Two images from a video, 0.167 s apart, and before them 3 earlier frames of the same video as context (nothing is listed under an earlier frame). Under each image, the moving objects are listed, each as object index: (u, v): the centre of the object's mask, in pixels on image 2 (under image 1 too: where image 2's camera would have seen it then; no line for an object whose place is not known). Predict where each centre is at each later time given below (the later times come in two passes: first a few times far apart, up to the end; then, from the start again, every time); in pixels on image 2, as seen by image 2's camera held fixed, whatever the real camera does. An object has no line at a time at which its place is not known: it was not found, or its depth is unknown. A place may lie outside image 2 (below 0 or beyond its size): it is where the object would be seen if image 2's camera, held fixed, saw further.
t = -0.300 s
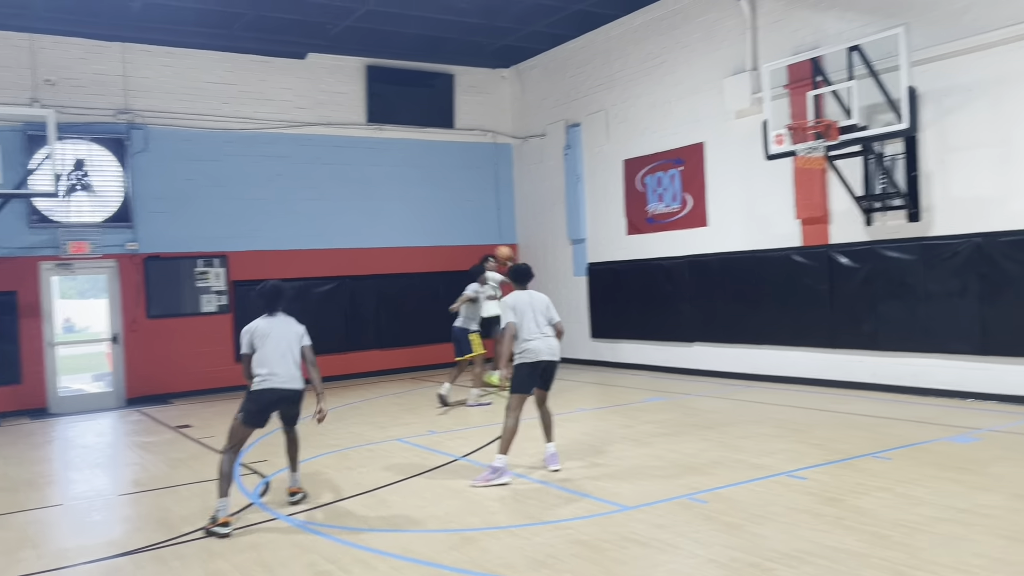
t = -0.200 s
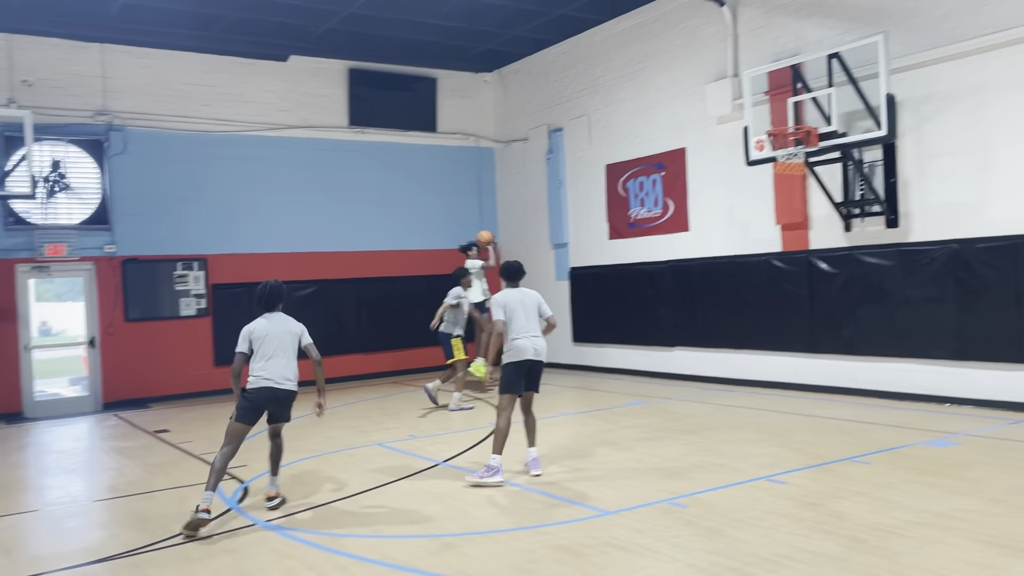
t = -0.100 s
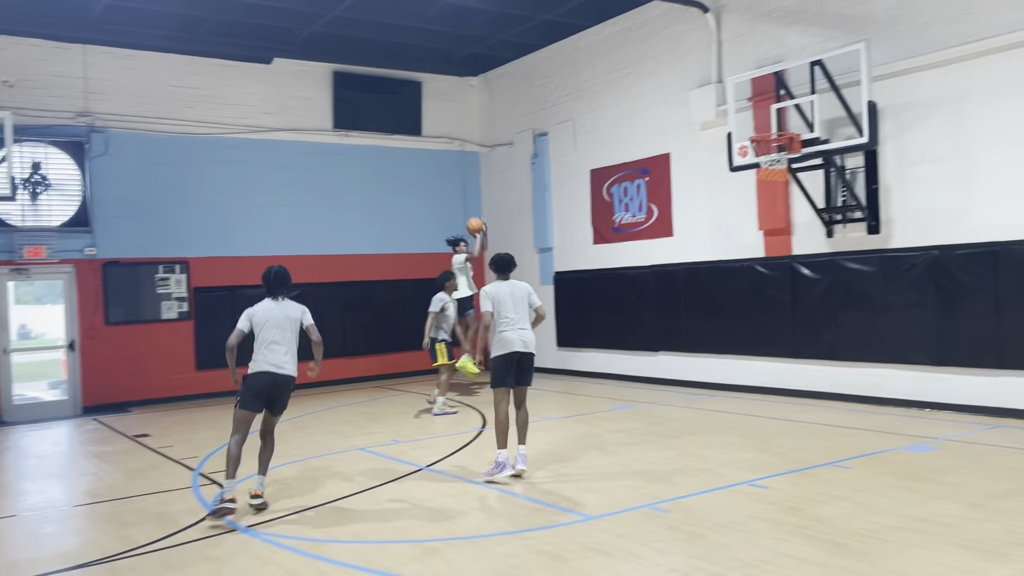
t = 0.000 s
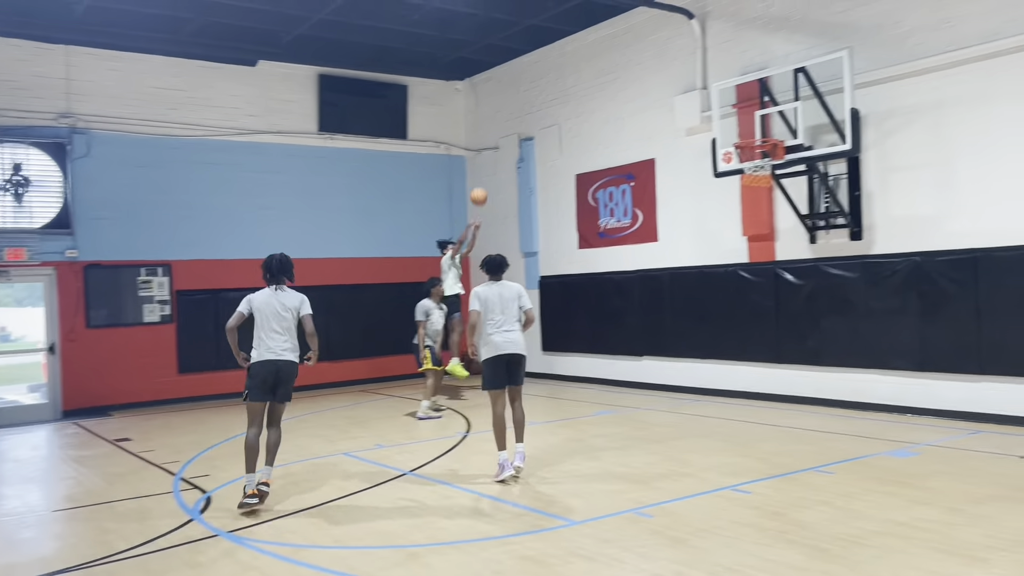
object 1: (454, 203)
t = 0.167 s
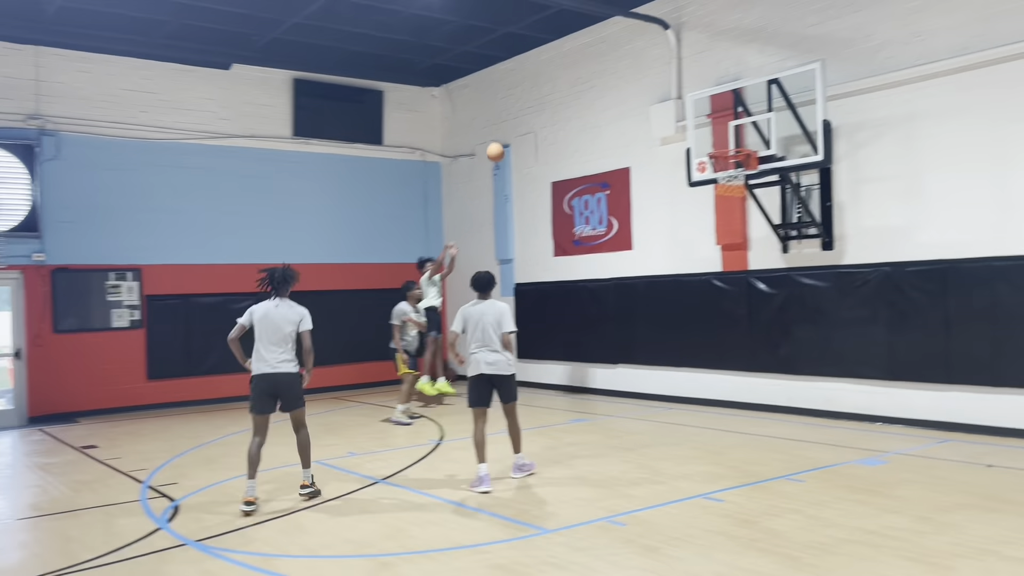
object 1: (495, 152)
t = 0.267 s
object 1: (521, 129)
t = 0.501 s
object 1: (590, 103)
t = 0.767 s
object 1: (681, 123)
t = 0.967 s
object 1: (737, 134)
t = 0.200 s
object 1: (504, 144)
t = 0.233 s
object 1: (512, 136)
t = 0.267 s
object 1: (521, 129)
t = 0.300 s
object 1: (530, 123)
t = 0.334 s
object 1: (540, 118)
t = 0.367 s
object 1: (550, 113)
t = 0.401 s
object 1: (559, 109)
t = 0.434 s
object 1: (569, 106)
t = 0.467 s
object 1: (579, 104)
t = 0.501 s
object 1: (590, 103)
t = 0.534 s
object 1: (600, 102)
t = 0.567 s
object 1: (611, 102)
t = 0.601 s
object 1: (622, 103)
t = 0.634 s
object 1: (633, 105)
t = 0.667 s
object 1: (645, 108)
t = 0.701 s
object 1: (657, 112)
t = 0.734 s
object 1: (669, 117)
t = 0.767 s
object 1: (681, 123)
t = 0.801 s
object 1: (694, 130)
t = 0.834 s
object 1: (707, 140)
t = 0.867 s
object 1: (717, 141)
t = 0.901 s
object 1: (723, 138)
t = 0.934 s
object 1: (730, 135)
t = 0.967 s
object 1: (737, 134)
